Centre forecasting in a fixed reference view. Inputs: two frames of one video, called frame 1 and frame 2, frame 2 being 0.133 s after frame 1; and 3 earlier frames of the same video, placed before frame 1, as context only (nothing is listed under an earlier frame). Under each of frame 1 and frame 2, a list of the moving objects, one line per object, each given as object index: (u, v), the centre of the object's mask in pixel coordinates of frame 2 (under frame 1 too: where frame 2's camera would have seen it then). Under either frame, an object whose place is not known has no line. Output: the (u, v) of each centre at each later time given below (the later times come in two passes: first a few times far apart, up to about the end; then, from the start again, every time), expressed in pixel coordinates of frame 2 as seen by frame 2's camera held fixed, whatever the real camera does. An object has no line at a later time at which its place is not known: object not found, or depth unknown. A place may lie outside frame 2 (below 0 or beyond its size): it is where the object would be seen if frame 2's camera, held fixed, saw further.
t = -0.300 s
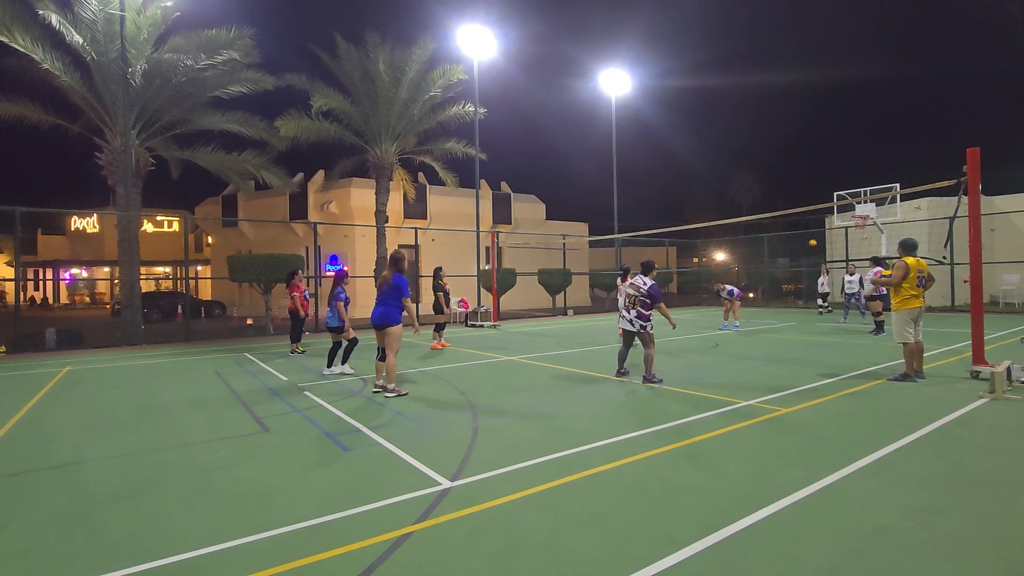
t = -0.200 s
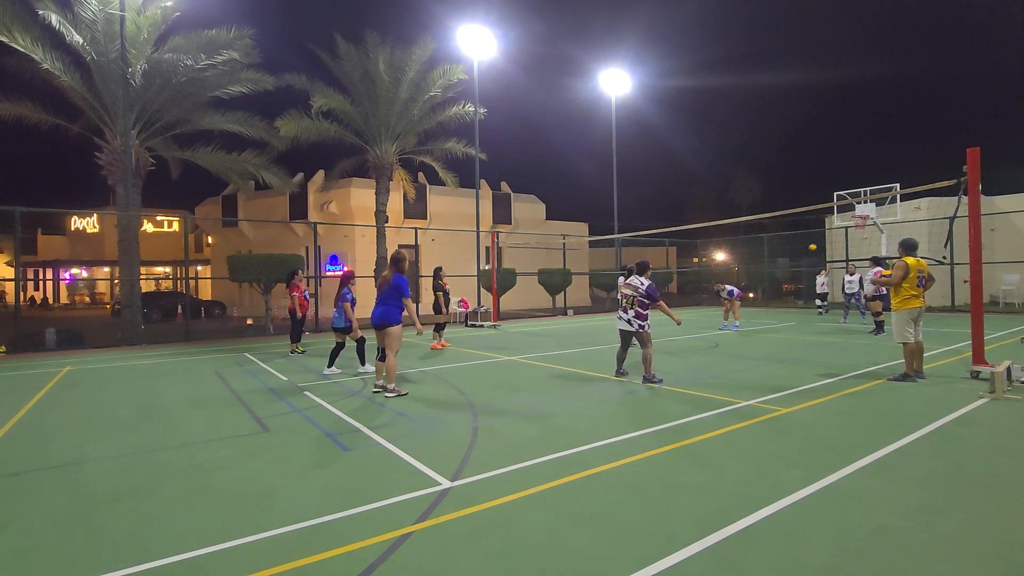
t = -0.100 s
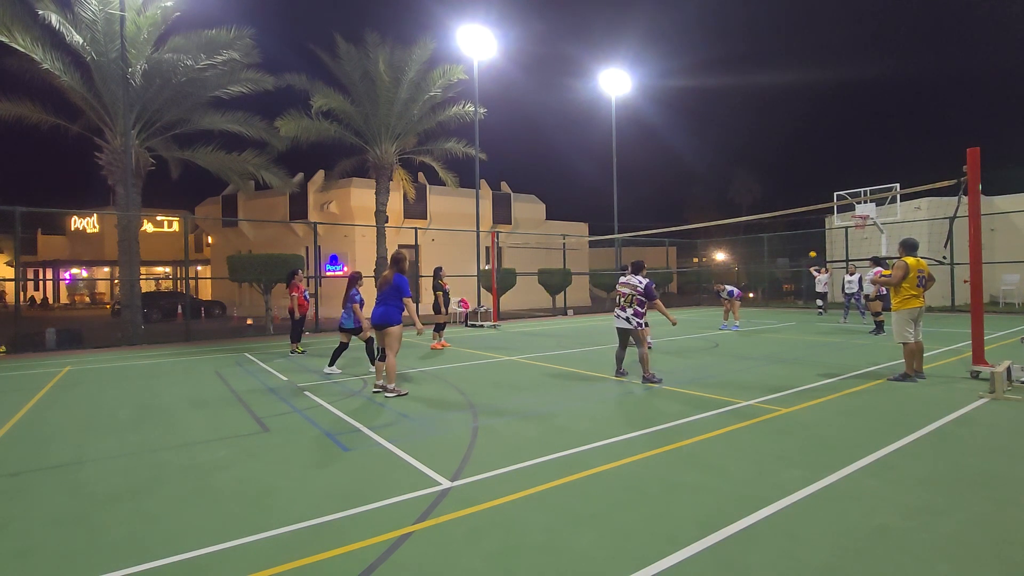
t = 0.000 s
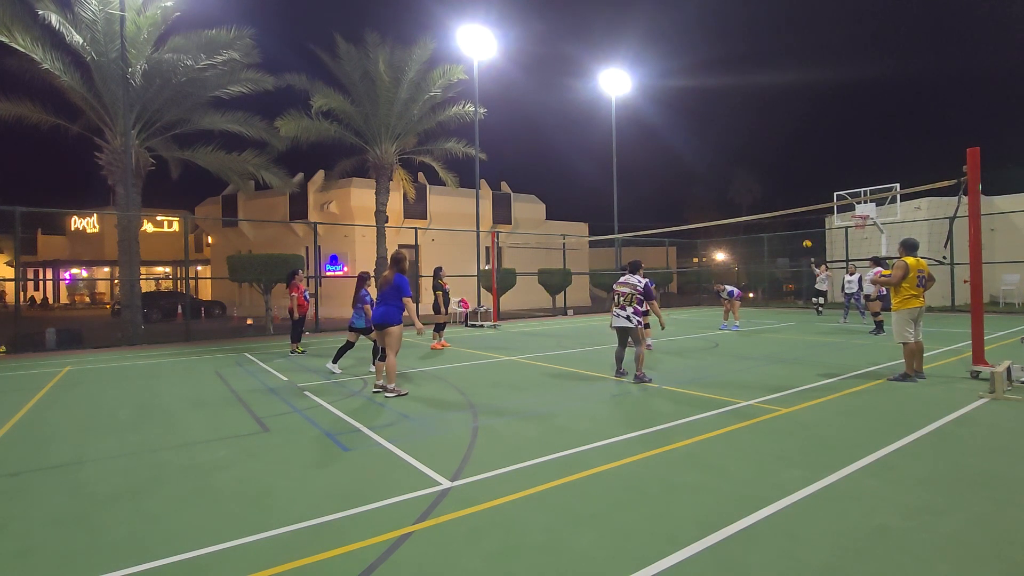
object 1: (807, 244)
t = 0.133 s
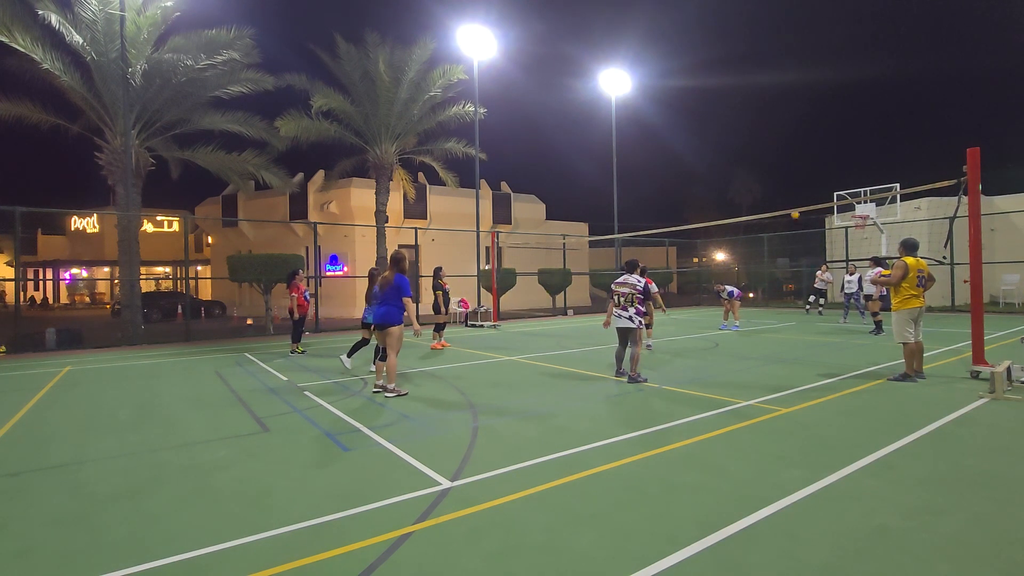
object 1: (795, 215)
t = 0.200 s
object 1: (788, 200)
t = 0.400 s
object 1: (766, 163)
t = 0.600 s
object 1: (741, 135)
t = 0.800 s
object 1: (710, 122)
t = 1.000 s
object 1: (671, 128)
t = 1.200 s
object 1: (621, 164)
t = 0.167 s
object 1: (791, 206)
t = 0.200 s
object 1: (788, 200)
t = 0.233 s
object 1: (785, 194)
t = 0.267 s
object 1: (781, 187)
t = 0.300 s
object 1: (777, 181)
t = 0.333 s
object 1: (774, 175)
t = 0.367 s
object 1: (770, 169)
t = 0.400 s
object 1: (766, 163)
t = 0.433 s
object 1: (762, 158)
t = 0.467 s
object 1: (758, 152)
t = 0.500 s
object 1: (754, 147)
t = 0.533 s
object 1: (750, 143)
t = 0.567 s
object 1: (745, 138)
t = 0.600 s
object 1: (741, 135)
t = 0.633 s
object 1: (737, 131)
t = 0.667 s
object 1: (732, 128)
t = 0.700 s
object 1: (727, 126)
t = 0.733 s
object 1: (722, 124)
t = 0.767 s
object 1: (716, 123)
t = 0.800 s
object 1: (710, 122)
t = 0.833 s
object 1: (704, 121)
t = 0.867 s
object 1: (698, 122)
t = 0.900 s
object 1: (692, 122)
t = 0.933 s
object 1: (686, 123)
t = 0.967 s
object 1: (678, 125)
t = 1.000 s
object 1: (671, 128)
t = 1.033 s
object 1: (664, 131)
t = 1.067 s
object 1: (656, 136)
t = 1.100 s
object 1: (648, 141)
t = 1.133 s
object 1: (639, 148)
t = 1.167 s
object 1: (630, 156)
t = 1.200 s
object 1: (621, 164)
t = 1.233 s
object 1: (611, 175)
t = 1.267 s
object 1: (601, 188)
